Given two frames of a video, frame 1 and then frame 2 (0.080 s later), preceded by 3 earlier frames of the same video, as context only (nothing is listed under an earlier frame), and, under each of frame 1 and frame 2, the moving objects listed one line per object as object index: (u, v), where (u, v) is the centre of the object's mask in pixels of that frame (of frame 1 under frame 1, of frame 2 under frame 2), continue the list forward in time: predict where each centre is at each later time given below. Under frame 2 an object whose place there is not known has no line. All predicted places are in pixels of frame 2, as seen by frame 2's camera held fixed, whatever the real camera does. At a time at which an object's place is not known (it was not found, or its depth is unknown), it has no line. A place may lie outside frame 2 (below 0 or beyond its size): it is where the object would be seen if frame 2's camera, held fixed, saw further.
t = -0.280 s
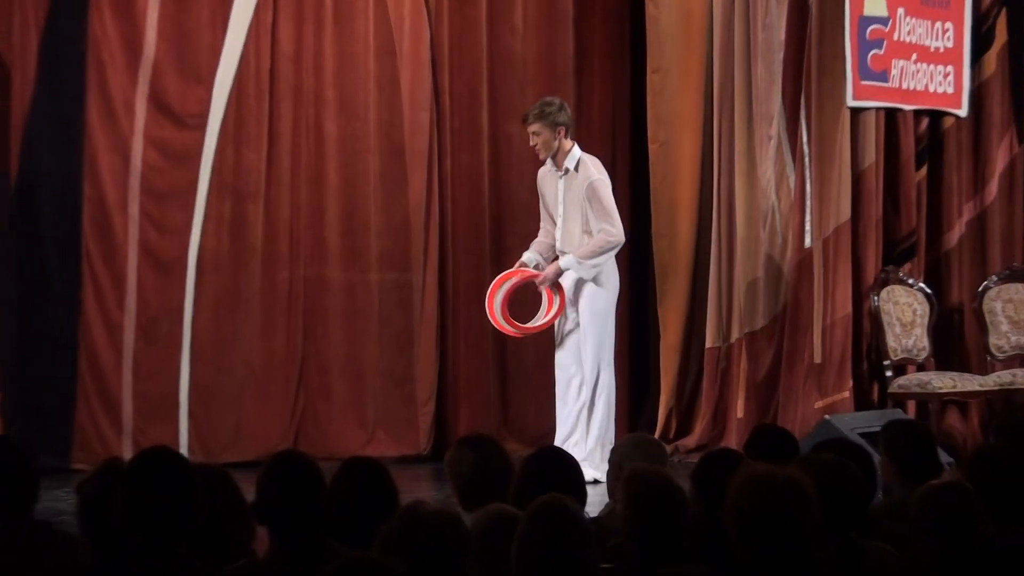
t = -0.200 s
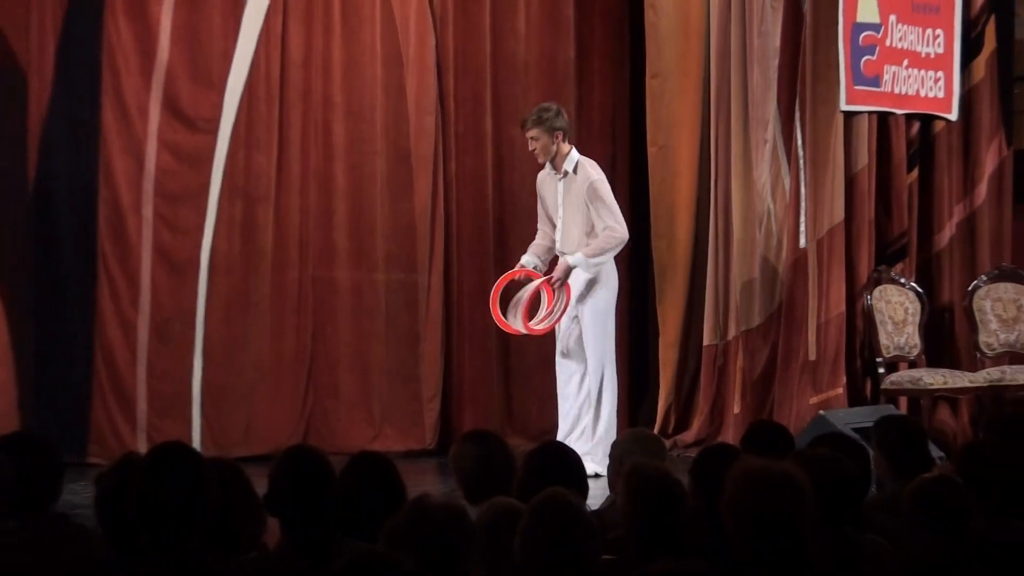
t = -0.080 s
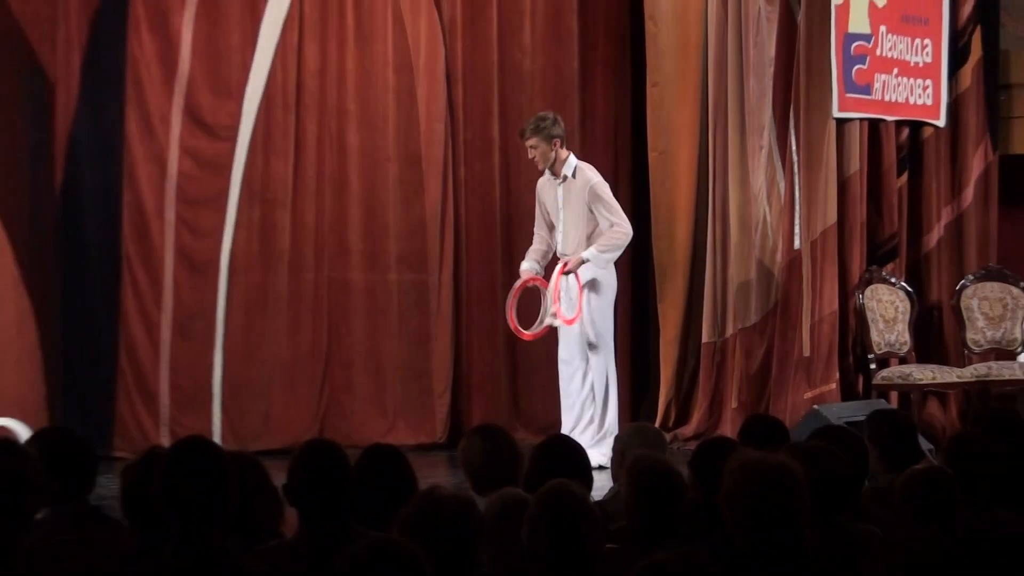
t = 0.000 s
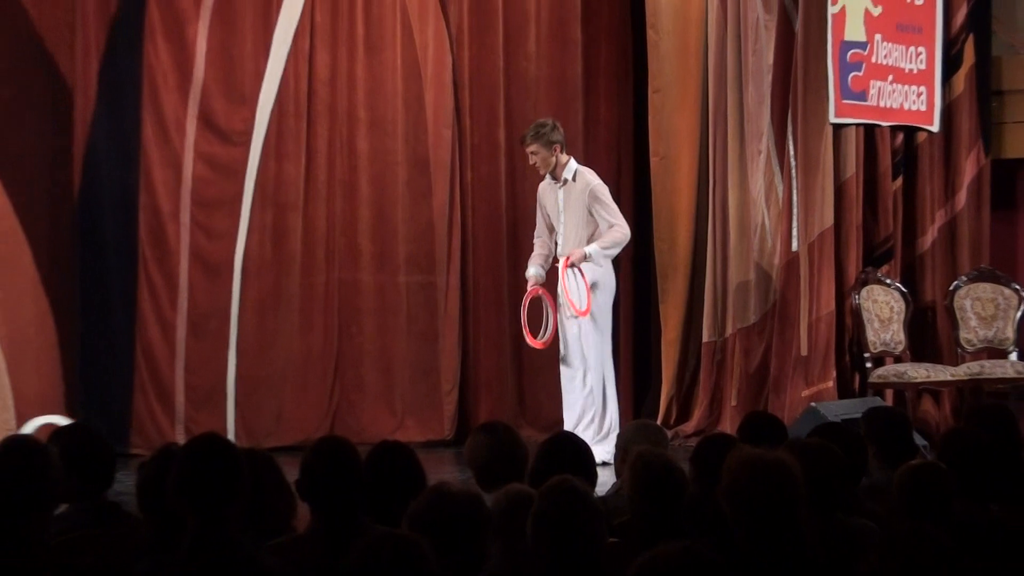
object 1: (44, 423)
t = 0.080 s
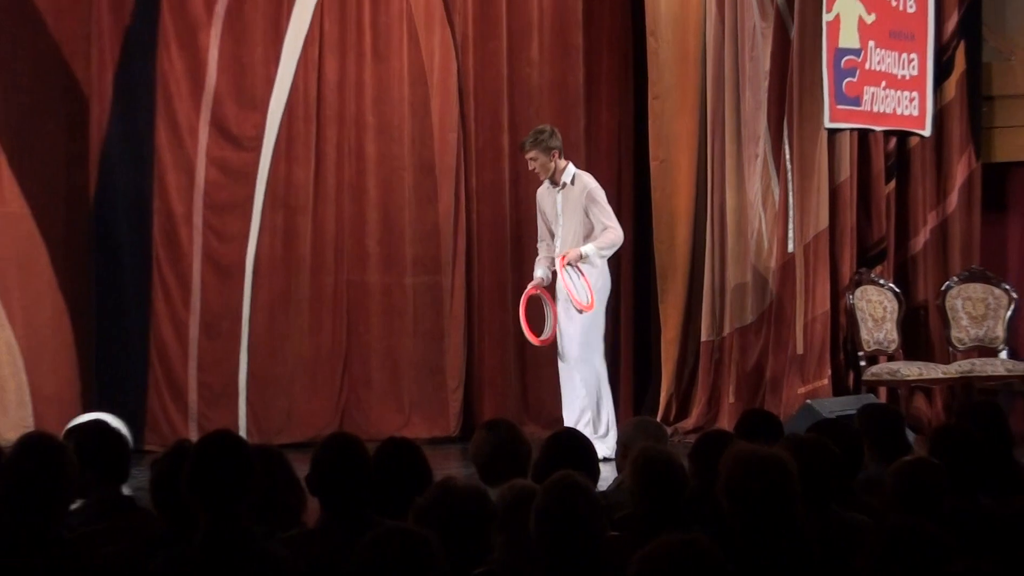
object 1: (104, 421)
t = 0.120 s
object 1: (127, 434)
